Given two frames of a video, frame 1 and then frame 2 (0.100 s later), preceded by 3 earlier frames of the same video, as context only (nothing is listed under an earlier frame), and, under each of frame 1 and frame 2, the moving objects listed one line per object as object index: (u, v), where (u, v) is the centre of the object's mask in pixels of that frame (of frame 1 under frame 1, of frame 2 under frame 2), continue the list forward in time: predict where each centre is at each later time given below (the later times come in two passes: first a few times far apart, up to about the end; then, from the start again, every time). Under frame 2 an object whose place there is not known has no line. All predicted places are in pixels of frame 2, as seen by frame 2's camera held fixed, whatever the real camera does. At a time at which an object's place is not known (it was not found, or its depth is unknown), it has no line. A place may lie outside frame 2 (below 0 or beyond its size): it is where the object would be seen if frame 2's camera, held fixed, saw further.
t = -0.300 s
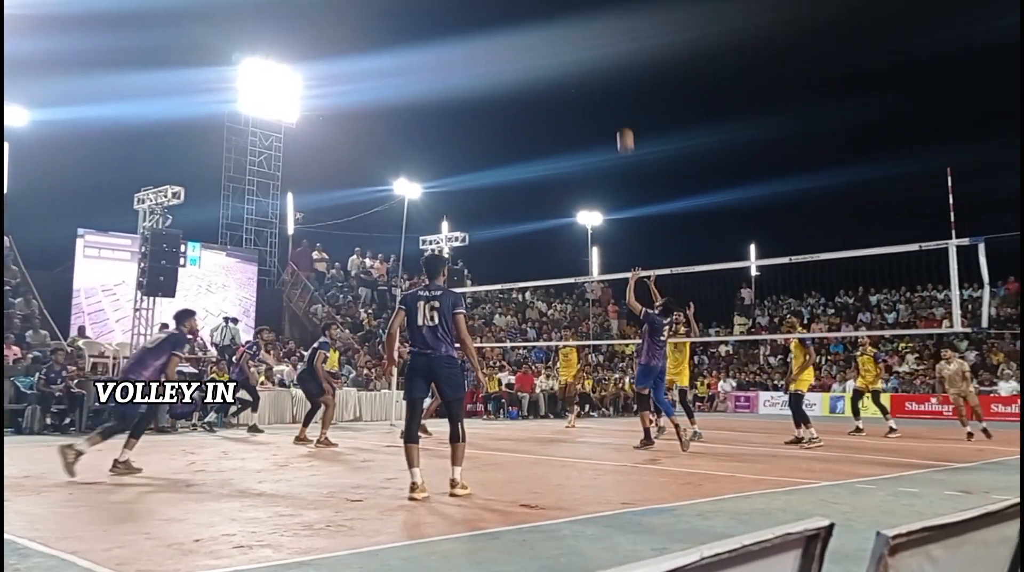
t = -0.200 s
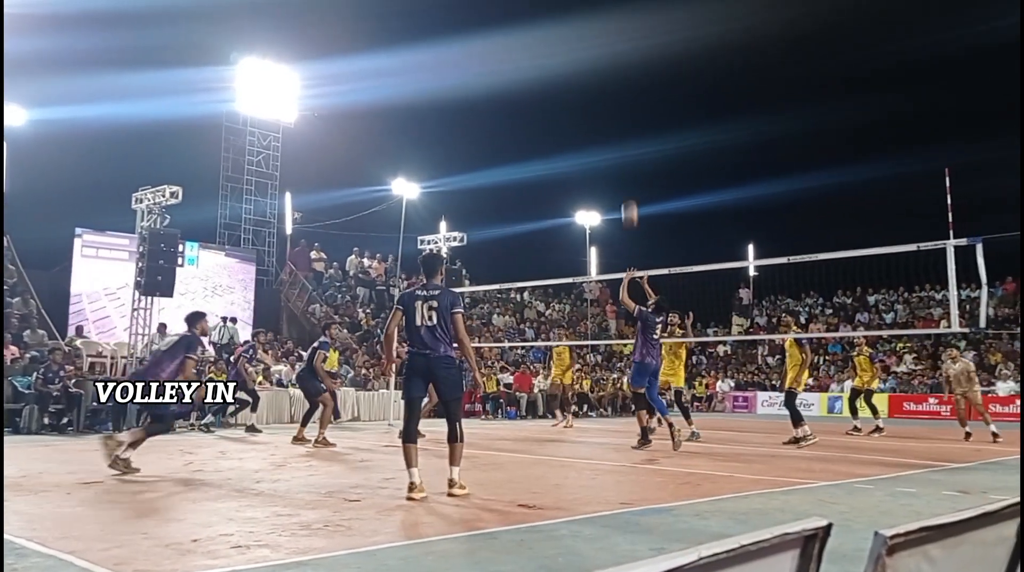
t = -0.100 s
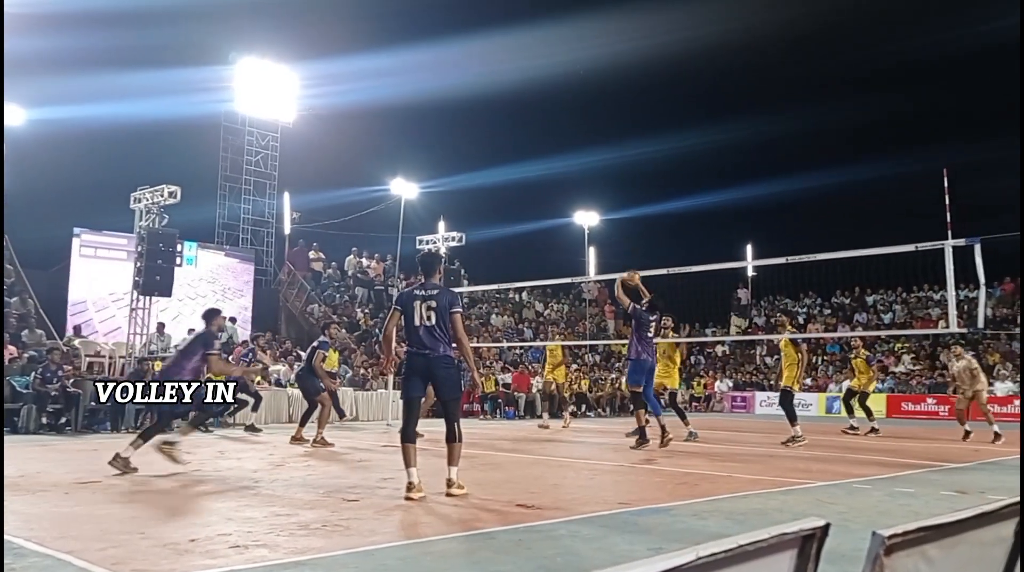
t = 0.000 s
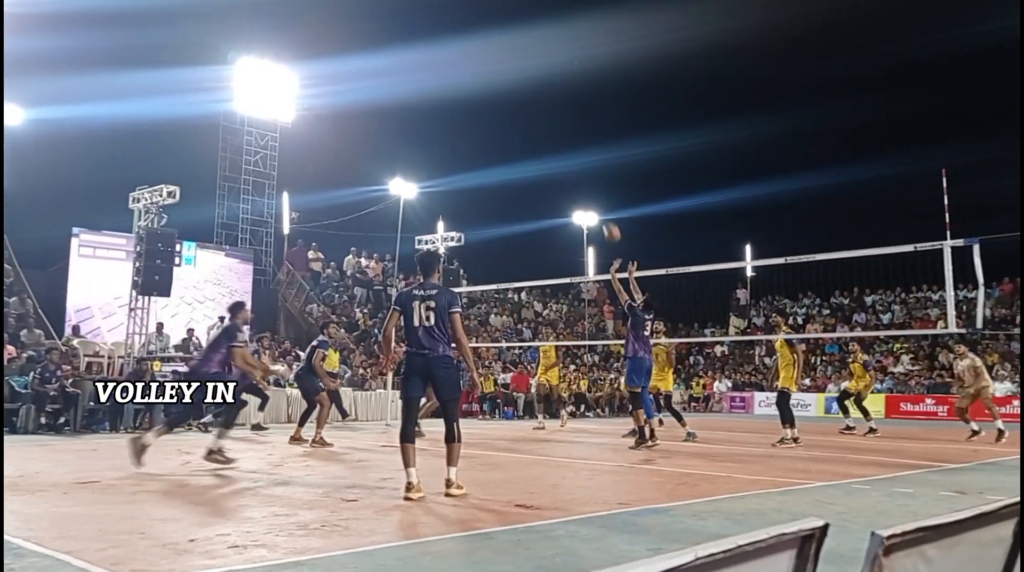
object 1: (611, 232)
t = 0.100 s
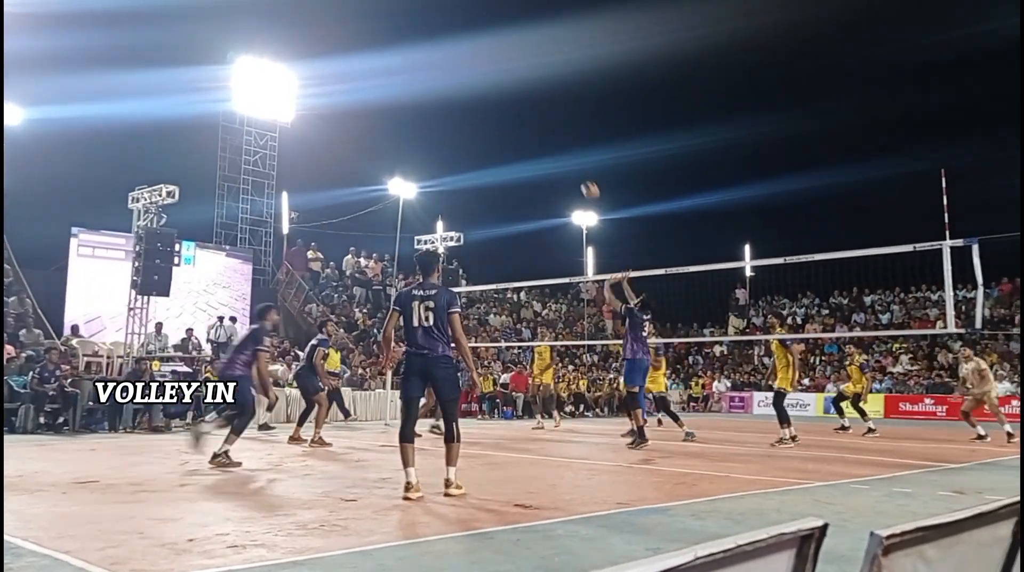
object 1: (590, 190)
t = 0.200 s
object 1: (570, 158)
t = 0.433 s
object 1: (528, 115)
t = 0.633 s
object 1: (496, 108)
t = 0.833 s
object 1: (468, 125)
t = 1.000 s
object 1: (446, 156)
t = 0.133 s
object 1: (584, 179)
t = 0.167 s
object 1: (577, 168)
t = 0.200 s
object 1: (570, 158)
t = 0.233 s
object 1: (564, 149)
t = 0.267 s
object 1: (558, 142)
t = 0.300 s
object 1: (551, 135)
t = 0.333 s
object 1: (545, 128)
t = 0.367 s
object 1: (539, 123)
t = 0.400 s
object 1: (534, 118)
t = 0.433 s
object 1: (528, 115)
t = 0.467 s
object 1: (523, 112)
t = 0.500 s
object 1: (518, 110)
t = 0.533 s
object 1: (512, 108)
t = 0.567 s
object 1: (507, 107)
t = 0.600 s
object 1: (501, 107)
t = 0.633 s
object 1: (496, 108)
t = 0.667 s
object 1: (491, 109)
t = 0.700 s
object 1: (486, 111)
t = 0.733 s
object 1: (482, 114)
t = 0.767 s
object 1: (477, 117)
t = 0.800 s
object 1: (472, 121)
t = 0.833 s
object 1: (468, 125)
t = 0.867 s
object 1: (463, 130)
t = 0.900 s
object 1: (459, 136)
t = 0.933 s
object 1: (455, 142)
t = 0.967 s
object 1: (451, 148)
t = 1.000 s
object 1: (446, 156)
